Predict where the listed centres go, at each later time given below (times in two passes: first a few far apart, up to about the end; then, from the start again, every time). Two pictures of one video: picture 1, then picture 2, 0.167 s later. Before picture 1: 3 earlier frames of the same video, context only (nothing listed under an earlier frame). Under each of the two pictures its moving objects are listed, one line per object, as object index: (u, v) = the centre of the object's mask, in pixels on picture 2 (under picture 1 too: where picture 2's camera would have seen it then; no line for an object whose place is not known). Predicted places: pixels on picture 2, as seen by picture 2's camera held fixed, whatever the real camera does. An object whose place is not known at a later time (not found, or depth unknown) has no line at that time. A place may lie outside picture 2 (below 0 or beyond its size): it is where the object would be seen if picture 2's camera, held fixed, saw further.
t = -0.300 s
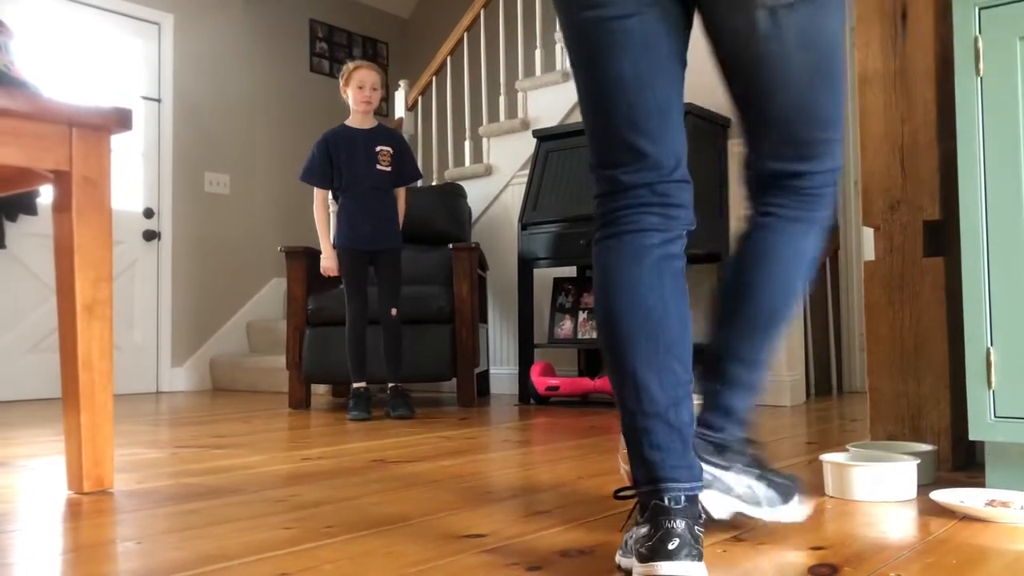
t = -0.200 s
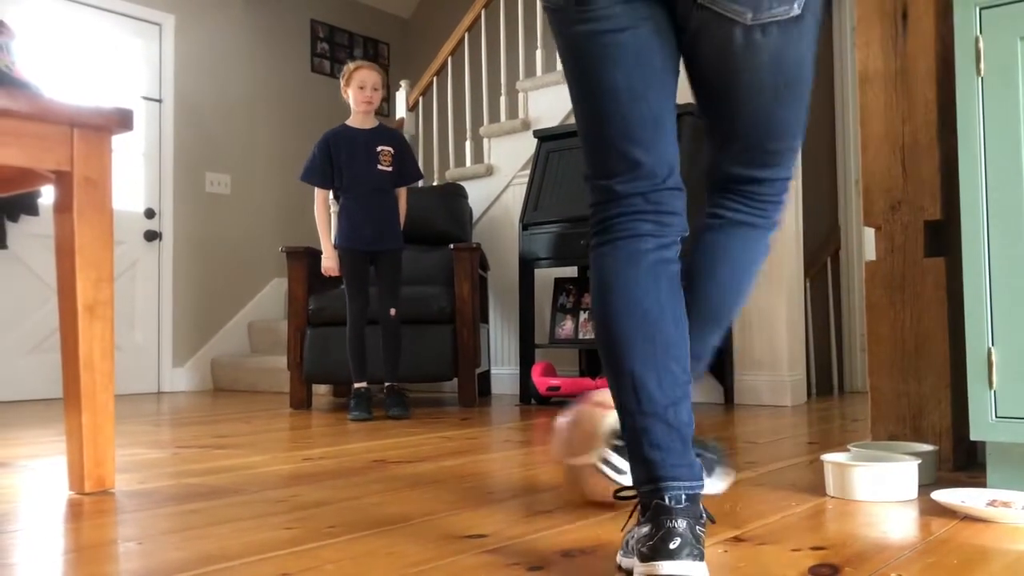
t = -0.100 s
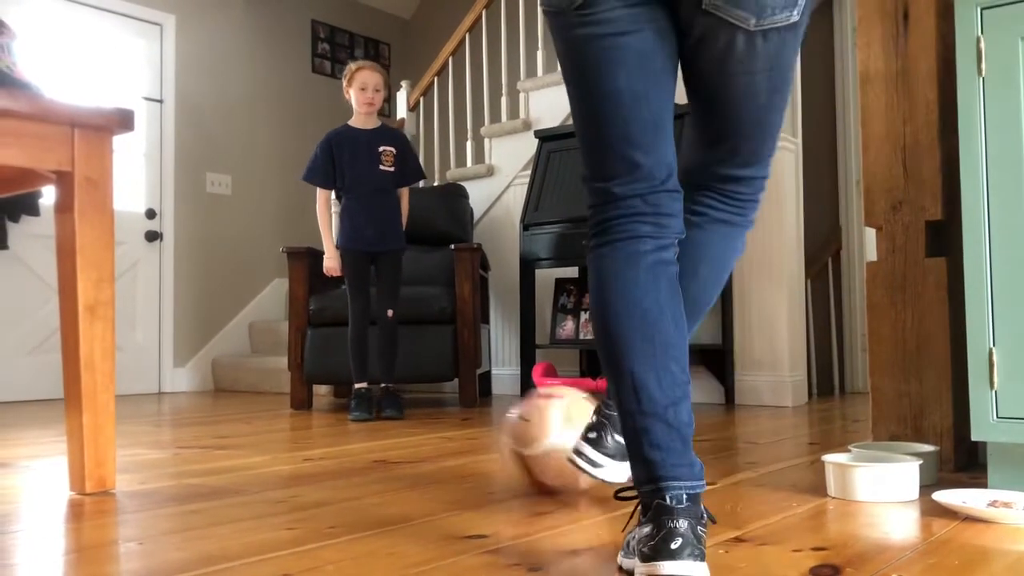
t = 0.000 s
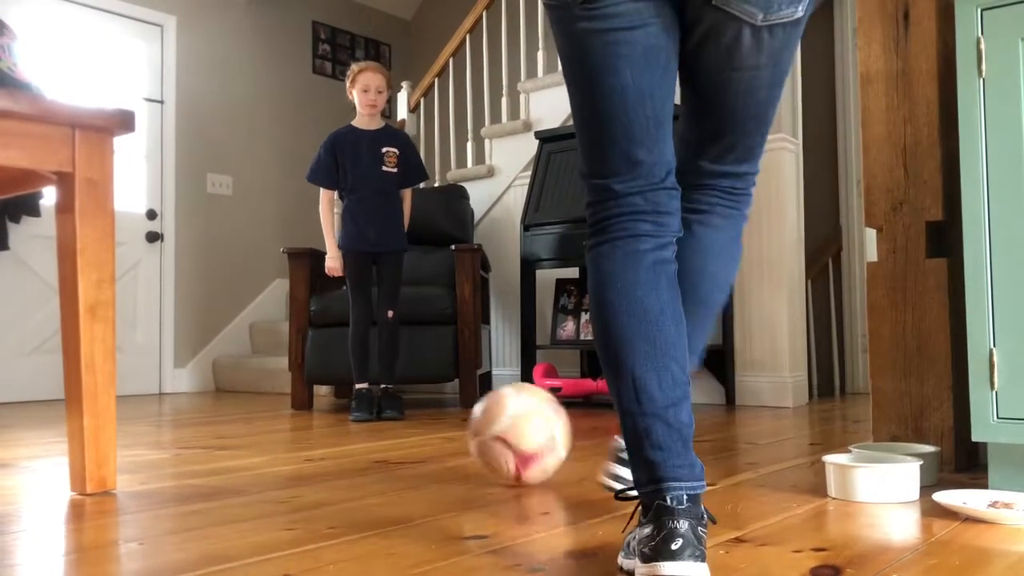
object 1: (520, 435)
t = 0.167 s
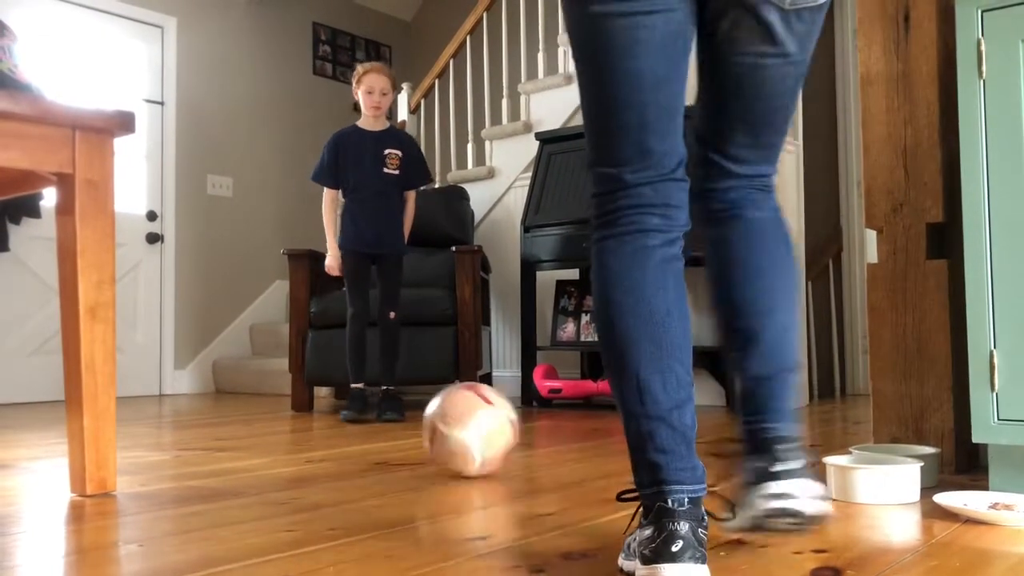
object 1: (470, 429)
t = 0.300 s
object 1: (437, 425)
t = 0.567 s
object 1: (383, 418)
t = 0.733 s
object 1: (354, 415)
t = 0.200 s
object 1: (461, 428)
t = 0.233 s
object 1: (452, 427)
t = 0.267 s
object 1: (444, 426)
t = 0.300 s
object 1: (437, 425)
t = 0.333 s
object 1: (429, 424)
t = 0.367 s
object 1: (422, 423)
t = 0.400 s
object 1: (415, 423)
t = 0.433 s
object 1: (409, 422)
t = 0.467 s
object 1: (402, 421)
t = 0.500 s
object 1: (395, 420)
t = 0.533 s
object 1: (389, 419)
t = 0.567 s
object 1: (383, 418)
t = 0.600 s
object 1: (377, 418)
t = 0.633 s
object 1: (371, 417)
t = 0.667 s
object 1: (365, 416)
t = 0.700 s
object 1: (359, 416)
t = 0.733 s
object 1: (354, 415)
